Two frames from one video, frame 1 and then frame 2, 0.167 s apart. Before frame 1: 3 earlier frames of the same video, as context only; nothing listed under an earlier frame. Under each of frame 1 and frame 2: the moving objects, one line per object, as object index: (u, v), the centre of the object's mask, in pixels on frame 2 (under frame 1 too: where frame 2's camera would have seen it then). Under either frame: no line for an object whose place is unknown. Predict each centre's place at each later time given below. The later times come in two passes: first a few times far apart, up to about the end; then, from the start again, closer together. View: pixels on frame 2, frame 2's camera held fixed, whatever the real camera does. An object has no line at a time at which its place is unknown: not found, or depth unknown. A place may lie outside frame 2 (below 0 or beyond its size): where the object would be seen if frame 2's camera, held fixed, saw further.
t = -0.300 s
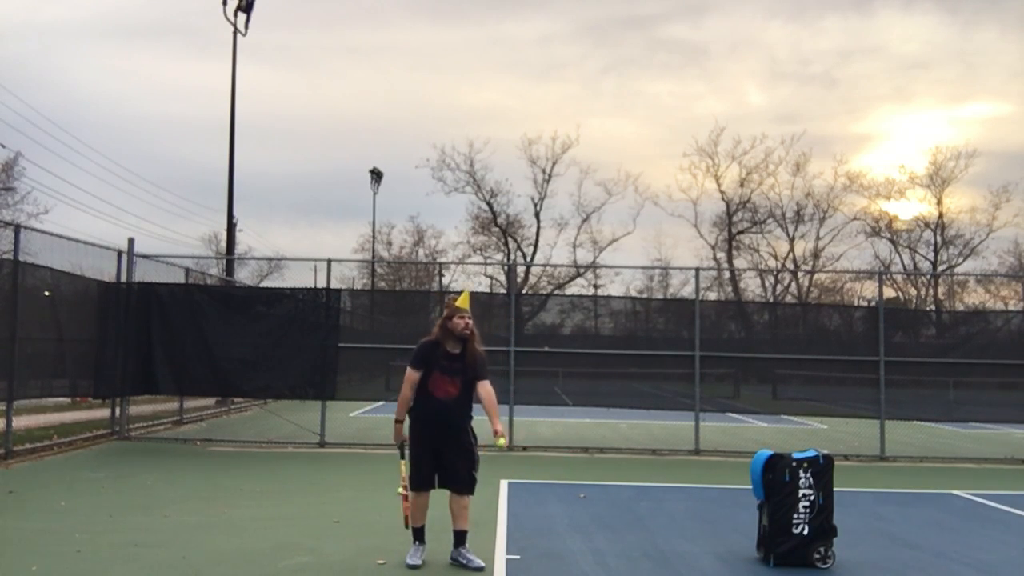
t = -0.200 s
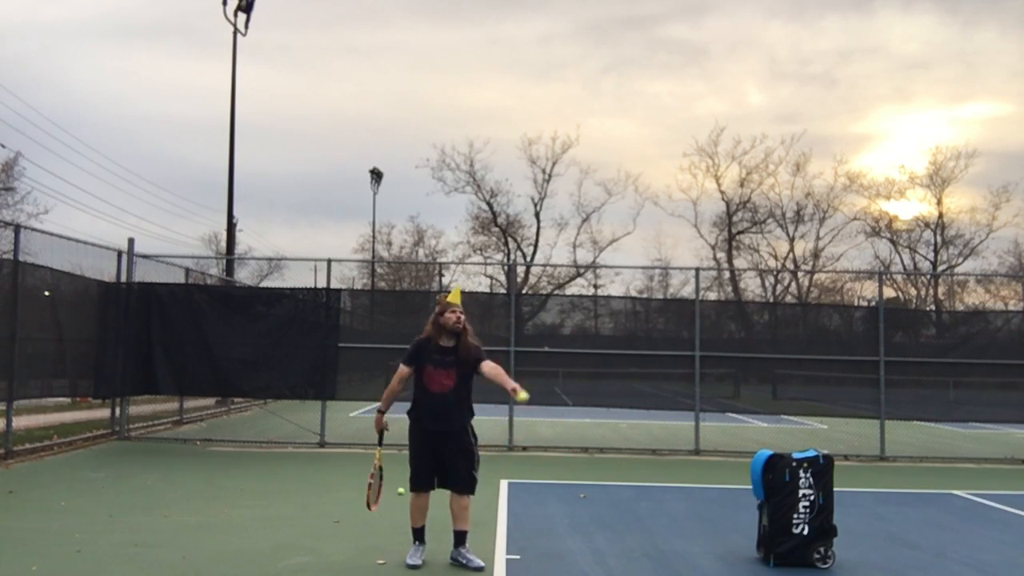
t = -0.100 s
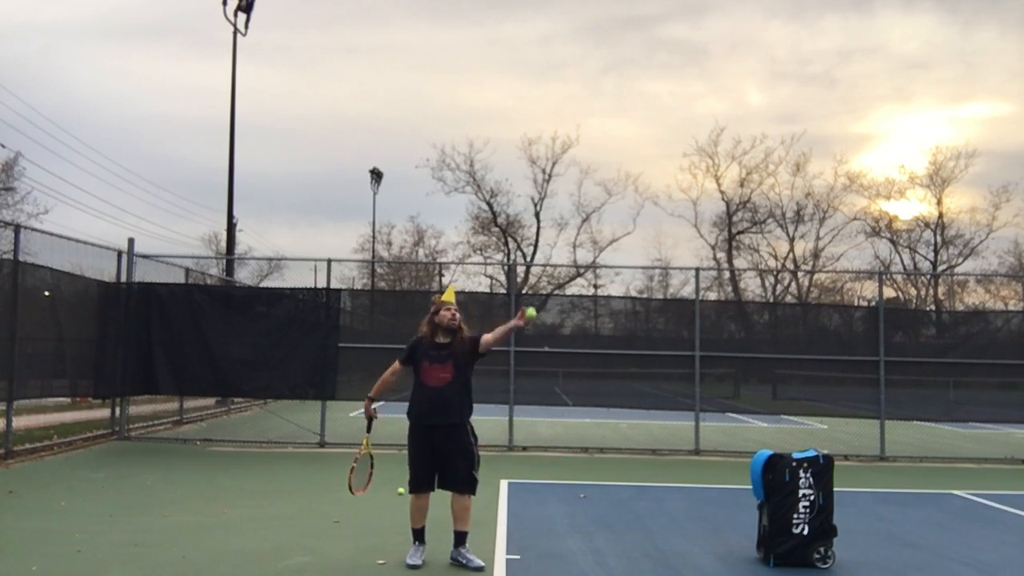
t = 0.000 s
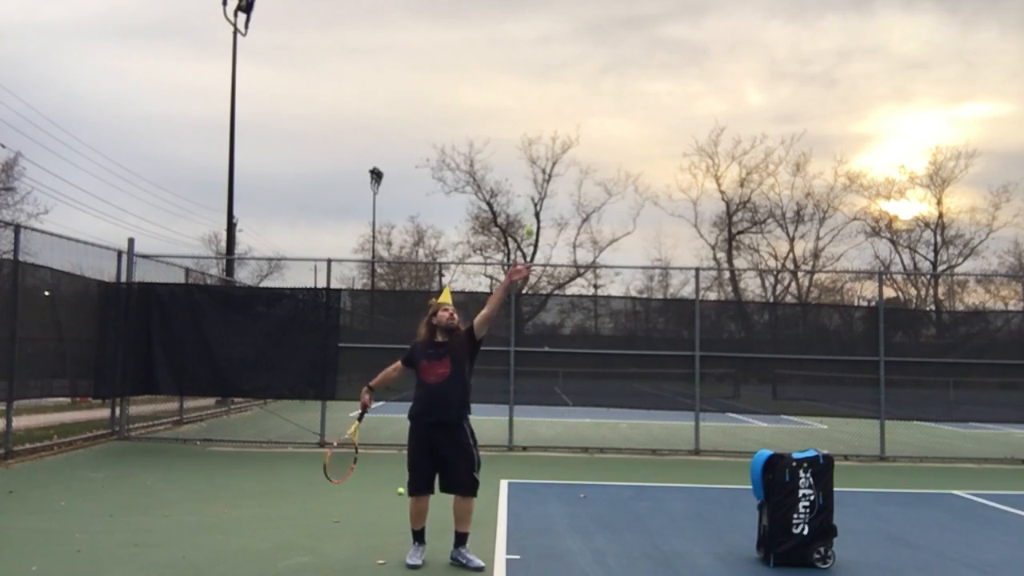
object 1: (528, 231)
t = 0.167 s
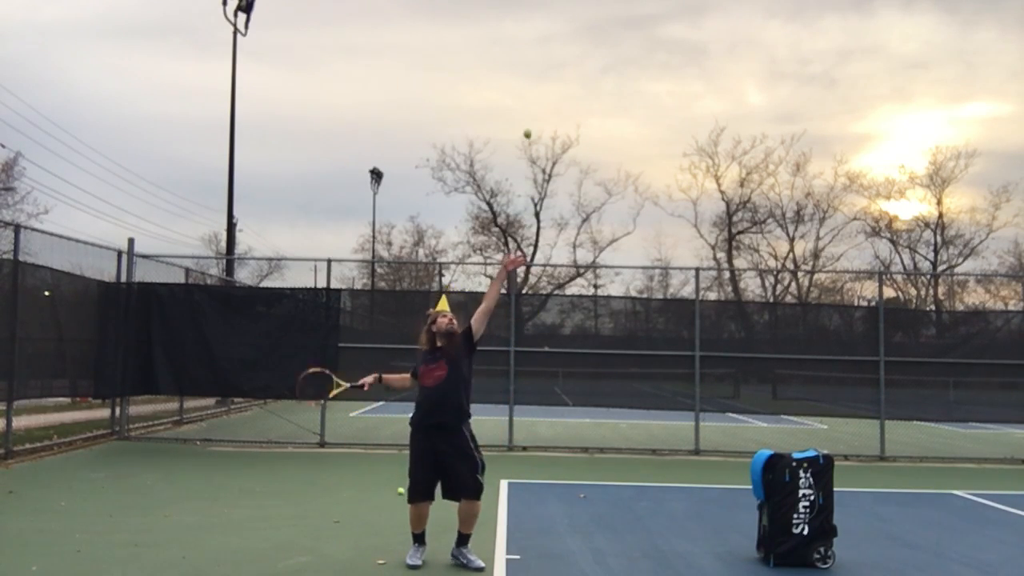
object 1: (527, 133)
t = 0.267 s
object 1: (524, 93)
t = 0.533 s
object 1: (521, 64)
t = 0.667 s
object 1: (518, 83)
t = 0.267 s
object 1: (524, 93)
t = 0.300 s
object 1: (525, 86)
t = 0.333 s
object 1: (524, 78)
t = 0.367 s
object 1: (524, 72)
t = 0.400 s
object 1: (523, 68)
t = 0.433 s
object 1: (523, 65)
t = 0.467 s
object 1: (522, 63)
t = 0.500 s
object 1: (521, 63)
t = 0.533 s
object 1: (521, 64)
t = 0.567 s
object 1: (520, 66)
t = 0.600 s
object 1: (520, 71)
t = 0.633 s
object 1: (519, 76)
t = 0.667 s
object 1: (518, 83)
